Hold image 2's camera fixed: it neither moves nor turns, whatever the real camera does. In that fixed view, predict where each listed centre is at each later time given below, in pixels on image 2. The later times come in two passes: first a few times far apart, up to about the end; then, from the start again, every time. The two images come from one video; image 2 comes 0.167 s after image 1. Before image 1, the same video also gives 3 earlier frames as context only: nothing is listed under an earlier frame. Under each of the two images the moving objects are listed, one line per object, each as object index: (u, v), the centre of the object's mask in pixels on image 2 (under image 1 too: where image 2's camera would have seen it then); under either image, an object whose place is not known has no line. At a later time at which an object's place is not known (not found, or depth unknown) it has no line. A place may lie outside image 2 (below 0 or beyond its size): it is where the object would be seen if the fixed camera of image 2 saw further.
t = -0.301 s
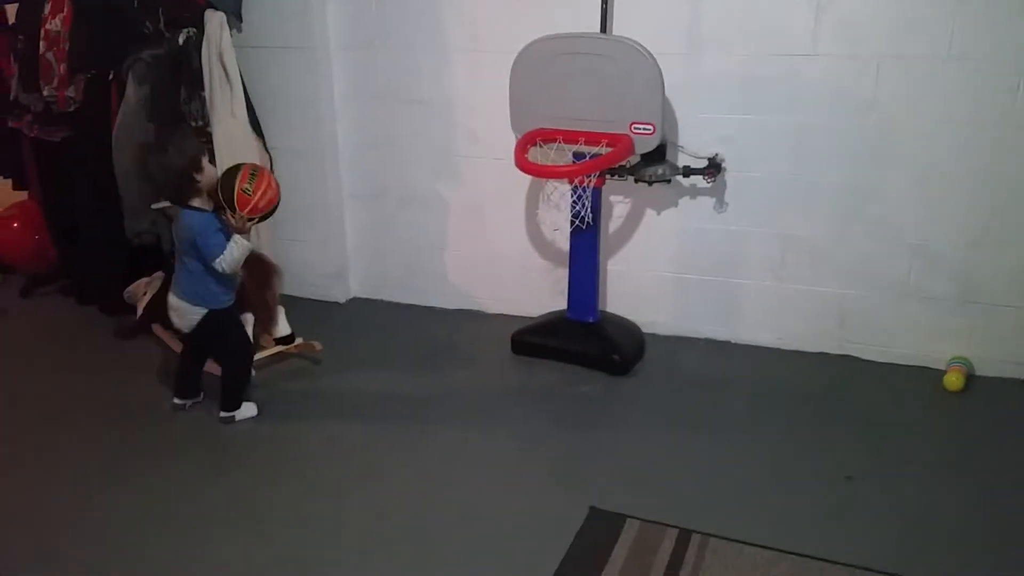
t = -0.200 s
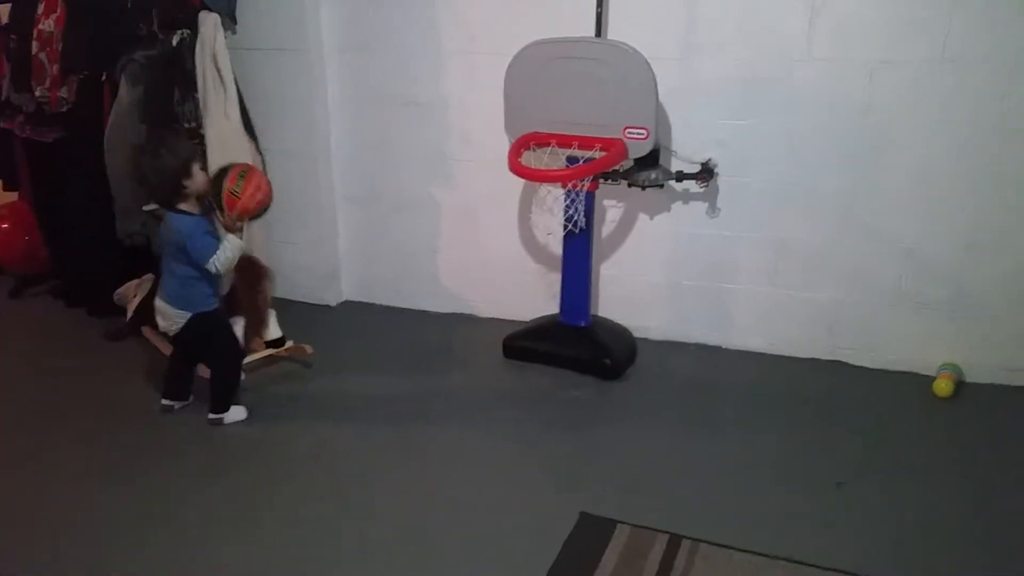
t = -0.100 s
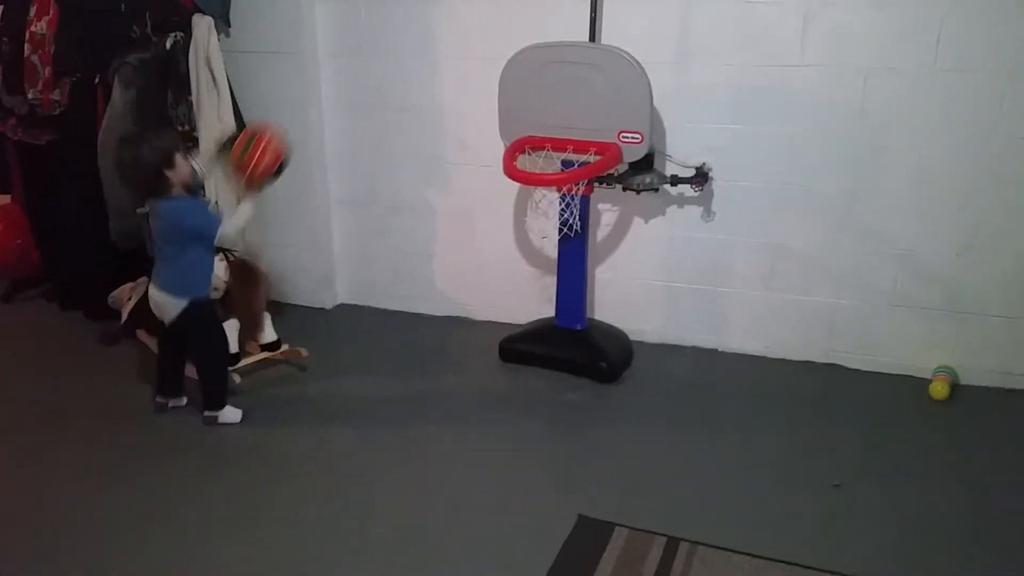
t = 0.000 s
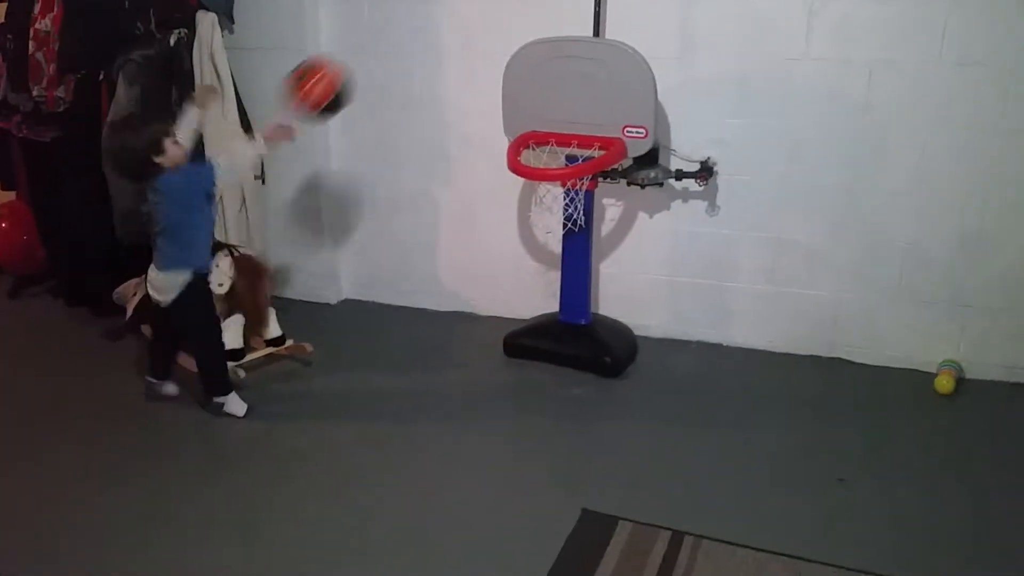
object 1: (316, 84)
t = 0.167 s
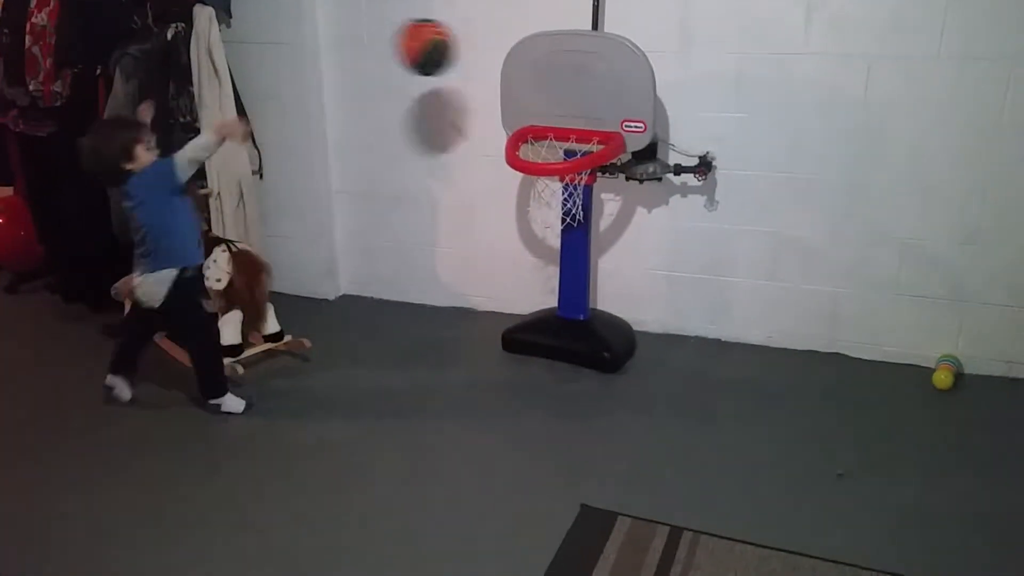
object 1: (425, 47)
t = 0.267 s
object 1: (487, 69)
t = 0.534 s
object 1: (456, 173)
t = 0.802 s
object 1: (392, 291)
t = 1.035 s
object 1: (316, 214)
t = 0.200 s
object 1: (445, 50)
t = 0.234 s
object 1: (465, 57)
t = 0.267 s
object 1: (487, 69)
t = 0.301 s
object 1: (490, 77)
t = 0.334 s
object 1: (492, 89)
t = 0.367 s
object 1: (493, 106)
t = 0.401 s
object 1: (489, 119)
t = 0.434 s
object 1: (480, 127)
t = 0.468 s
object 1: (472, 140)
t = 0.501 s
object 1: (464, 154)
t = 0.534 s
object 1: (456, 173)
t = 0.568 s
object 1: (449, 194)
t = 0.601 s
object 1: (441, 219)
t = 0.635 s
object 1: (434, 245)
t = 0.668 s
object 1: (427, 271)
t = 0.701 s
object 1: (420, 310)
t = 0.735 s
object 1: (412, 332)
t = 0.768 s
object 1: (403, 314)
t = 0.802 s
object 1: (392, 291)
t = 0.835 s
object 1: (381, 270)
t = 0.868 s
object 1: (370, 255)
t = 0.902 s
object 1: (360, 242)
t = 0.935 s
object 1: (349, 231)
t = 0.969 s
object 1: (338, 222)
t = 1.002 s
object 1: (327, 217)
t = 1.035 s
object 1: (316, 214)
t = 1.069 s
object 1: (306, 215)
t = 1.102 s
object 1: (296, 218)
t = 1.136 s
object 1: (286, 224)
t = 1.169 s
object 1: (276, 233)
